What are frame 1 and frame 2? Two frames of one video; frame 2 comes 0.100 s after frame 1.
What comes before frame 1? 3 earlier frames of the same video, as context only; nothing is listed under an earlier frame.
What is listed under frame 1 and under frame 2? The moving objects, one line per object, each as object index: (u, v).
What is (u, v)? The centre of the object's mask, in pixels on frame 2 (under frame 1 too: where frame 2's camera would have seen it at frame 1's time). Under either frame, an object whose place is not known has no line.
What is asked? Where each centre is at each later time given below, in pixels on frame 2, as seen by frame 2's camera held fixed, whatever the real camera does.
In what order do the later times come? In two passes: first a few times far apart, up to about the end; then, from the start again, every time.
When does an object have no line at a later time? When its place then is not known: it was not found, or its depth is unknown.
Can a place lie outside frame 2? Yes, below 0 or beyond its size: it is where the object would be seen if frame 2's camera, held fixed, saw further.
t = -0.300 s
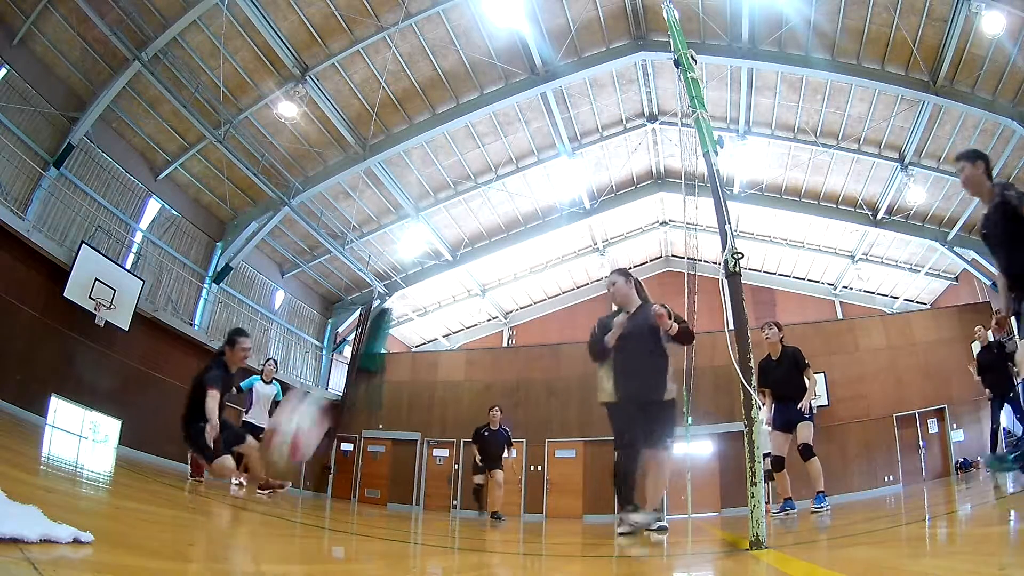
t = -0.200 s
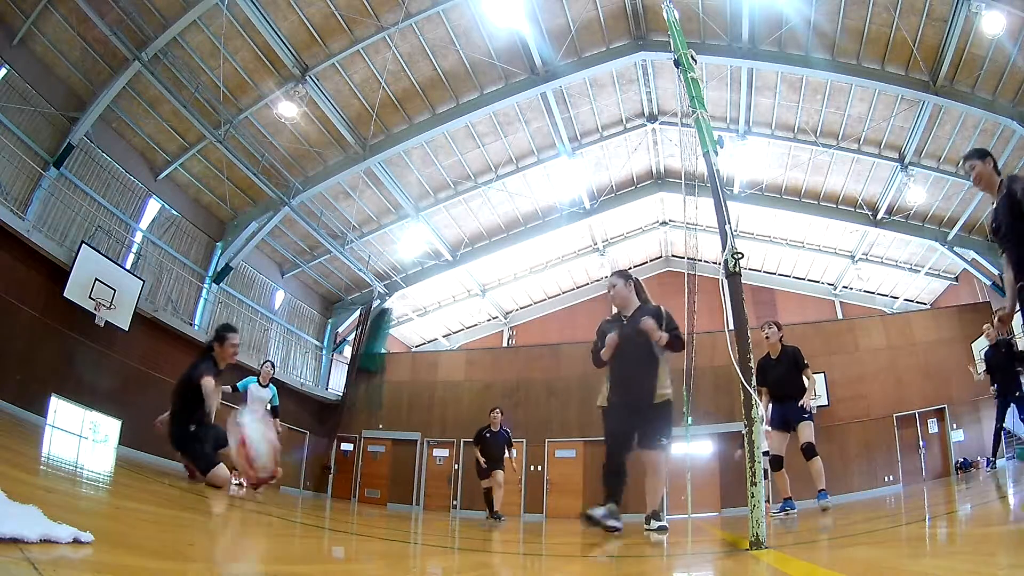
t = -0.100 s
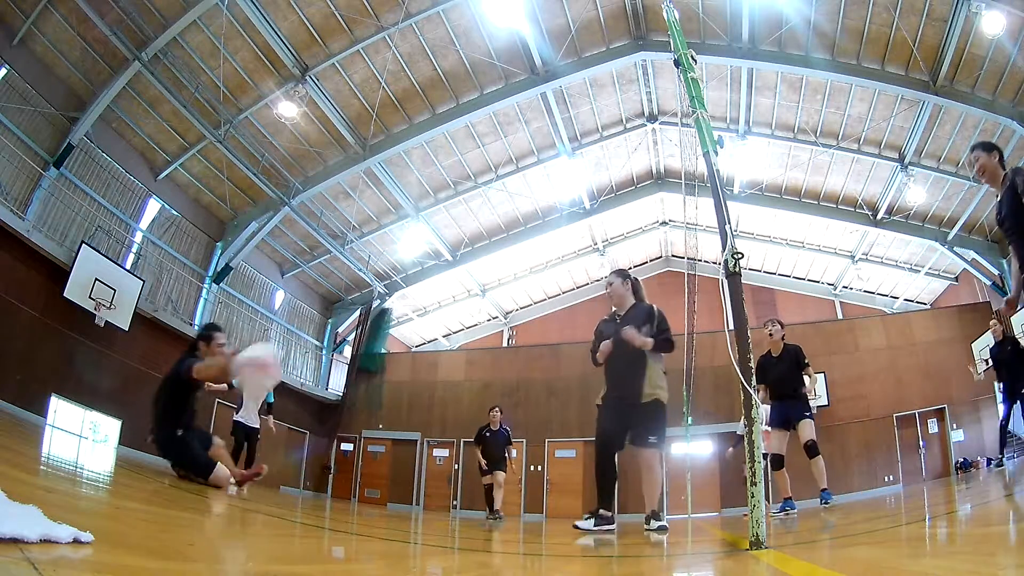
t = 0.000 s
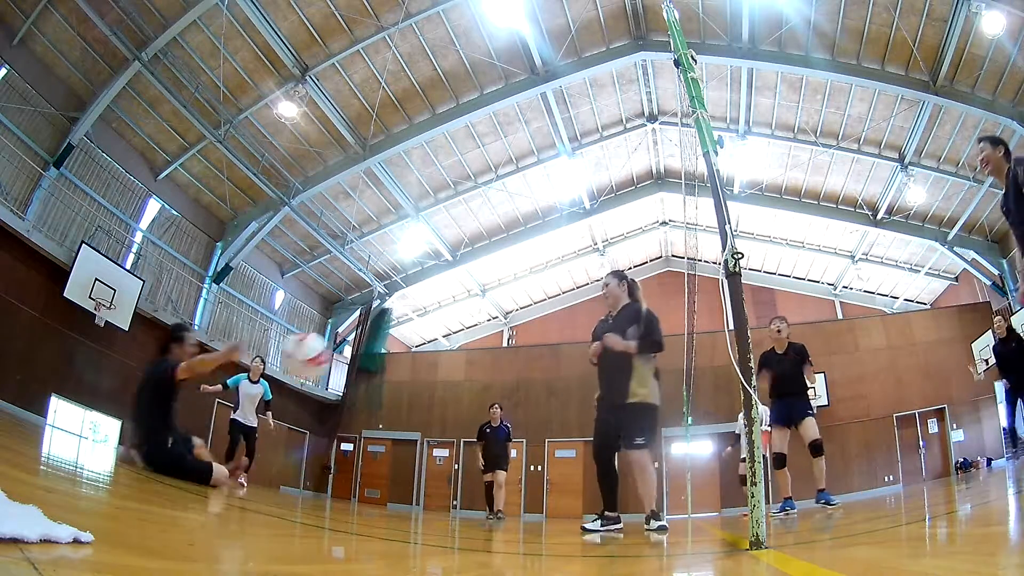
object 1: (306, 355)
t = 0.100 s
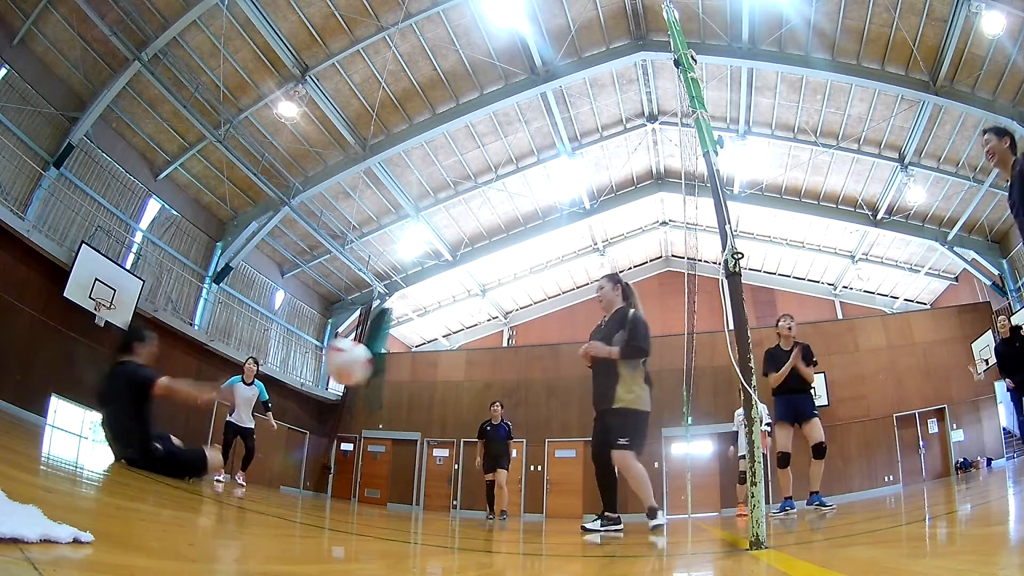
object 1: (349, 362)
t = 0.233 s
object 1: (394, 391)
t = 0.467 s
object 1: (467, 497)
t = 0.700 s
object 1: (488, 455)
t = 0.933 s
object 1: (498, 461)
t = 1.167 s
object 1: (506, 500)
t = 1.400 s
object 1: (519, 477)
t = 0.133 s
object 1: (361, 368)
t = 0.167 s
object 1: (372, 374)
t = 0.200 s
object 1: (383, 382)
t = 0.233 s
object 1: (394, 391)
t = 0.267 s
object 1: (406, 401)
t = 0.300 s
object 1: (417, 414)
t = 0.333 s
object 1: (427, 427)
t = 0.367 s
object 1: (437, 443)
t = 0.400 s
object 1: (447, 460)
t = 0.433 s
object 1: (457, 476)
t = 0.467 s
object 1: (467, 497)
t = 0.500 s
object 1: (473, 507)
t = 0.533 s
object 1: (475, 496)
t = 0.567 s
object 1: (478, 485)
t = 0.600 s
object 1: (481, 475)
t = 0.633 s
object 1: (483, 466)
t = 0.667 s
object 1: (486, 460)
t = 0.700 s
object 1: (488, 455)
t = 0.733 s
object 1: (490, 451)
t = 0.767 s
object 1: (491, 449)
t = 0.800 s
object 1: (493, 449)
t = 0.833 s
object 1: (494, 450)
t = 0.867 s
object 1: (496, 452)
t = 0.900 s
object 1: (497, 457)
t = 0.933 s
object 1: (498, 461)
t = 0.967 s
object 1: (499, 467)
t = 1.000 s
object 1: (500, 473)
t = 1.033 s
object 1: (501, 480)
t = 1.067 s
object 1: (503, 491)
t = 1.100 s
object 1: (504, 504)
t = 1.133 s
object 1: (505, 508)
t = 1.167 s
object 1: (506, 500)
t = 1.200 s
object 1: (508, 493)
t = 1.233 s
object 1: (510, 487)
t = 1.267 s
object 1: (513, 481)
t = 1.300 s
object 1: (515, 478)
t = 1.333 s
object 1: (516, 476)
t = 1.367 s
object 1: (518, 476)
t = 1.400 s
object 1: (519, 477)
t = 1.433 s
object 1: (521, 478)
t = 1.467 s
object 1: (522, 481)
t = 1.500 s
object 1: (523, 484)
